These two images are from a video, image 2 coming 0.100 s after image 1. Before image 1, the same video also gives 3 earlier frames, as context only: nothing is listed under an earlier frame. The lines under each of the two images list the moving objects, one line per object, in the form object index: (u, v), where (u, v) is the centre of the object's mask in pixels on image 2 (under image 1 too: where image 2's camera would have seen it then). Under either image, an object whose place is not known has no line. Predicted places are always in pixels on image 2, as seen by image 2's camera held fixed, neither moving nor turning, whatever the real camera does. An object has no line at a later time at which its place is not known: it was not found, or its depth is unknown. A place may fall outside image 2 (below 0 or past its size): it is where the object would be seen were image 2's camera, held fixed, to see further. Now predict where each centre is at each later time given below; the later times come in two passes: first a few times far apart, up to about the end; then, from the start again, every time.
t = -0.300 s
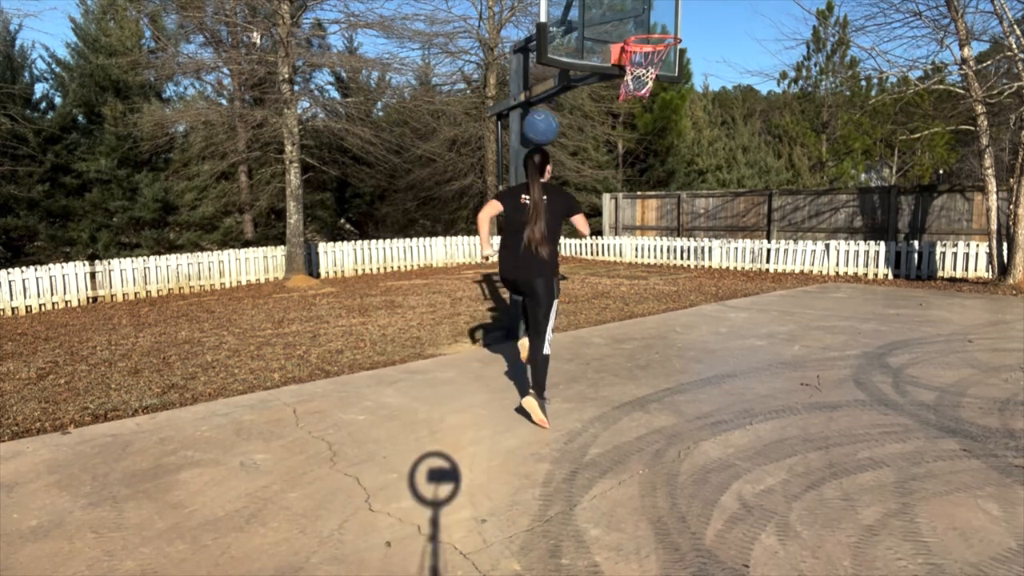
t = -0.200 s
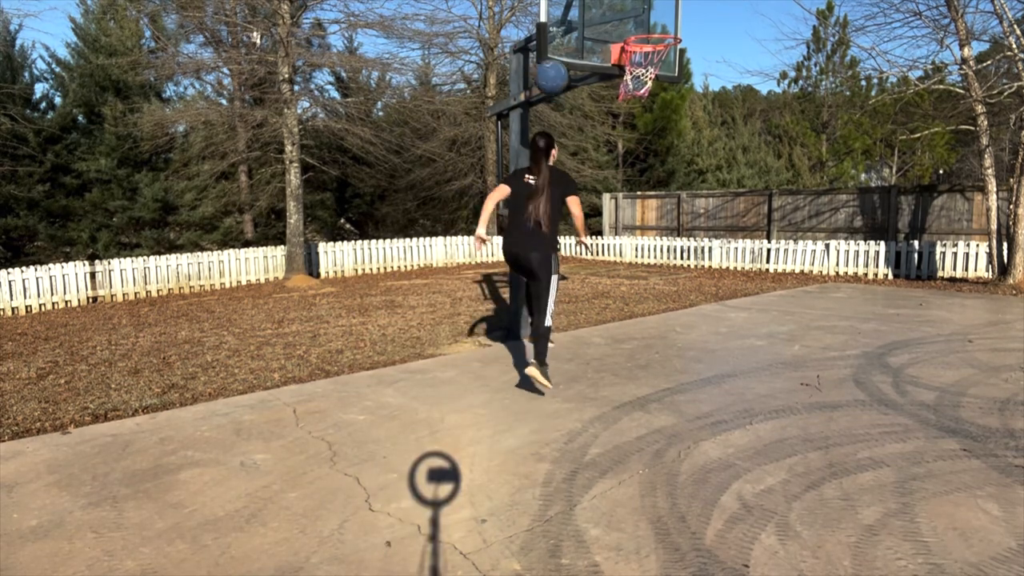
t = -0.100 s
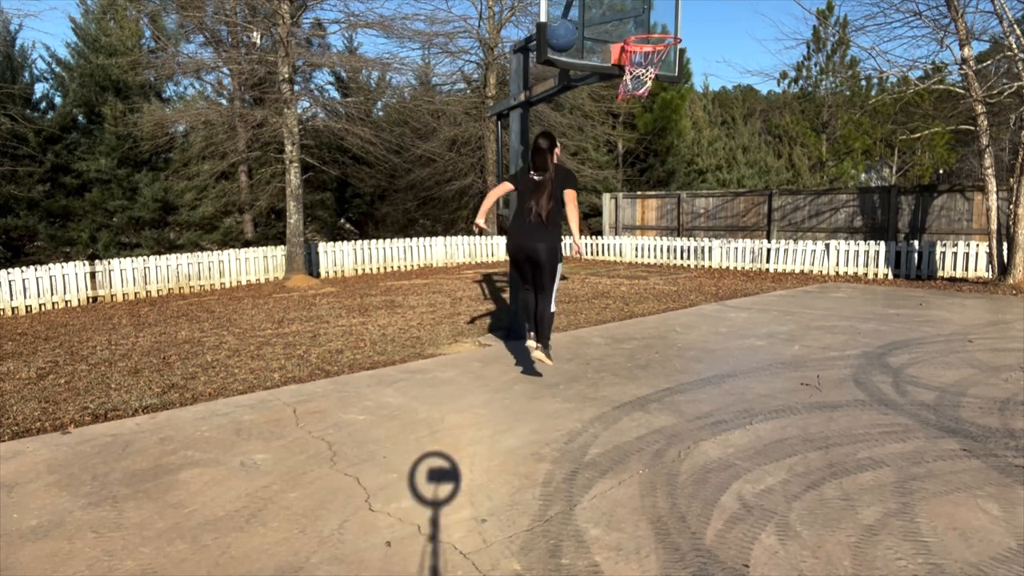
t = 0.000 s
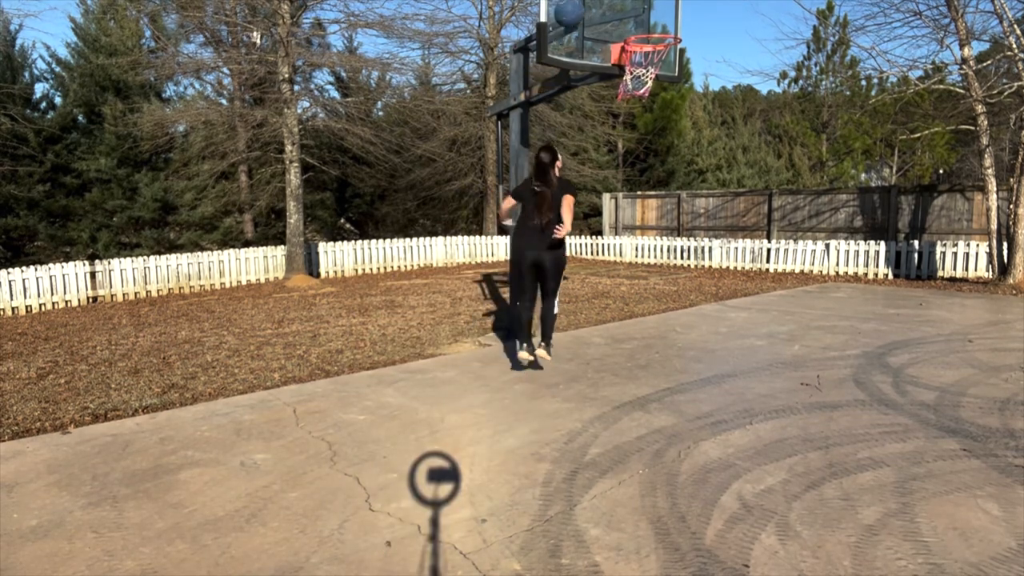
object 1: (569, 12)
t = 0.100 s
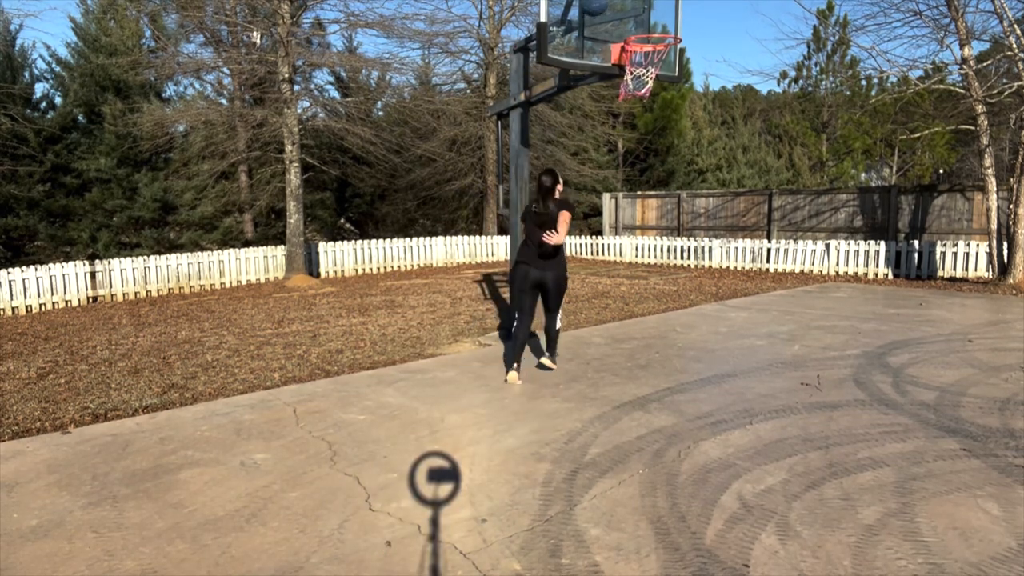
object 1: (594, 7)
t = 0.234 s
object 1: (643, 8)
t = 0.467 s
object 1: (728, 59)
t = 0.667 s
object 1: (799, 156)
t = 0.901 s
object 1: (875, 322)
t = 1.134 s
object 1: (920, 243)
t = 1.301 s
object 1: (946, 174)
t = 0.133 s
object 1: (605, 6)
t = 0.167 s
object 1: (618, 6)
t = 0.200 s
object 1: (630, 7)
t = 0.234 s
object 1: (643, 8)
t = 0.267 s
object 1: (656, 10)
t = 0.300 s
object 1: (669, 13)
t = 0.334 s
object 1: (681, 18)
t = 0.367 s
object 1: (693, 26)
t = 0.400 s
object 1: (705, 36)
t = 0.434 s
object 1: (716, 46)
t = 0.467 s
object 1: (728, 59)
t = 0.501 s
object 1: (740, 72)
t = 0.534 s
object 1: (752, 86)
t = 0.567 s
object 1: (764, 102)
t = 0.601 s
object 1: (776, 119)
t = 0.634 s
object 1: (787, 137)
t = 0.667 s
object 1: (799, 156)
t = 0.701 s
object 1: (809, 177)
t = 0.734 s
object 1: (820, 198)
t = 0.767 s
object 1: (831, 221)
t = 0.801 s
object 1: (842, 244)
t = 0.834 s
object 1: (853, 270)
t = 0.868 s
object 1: (864, 296)
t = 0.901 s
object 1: (875, 322)
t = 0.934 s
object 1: (885, 350)
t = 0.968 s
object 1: (892, 346)
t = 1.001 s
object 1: (898, 323)
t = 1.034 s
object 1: (904, 301)
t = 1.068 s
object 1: (910, 280)
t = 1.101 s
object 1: (917, 261)
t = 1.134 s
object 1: (920, 243)
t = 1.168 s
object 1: (927, 226)
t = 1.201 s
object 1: (933, 211)
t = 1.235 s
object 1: (937, 197)
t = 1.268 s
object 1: (942, 185)
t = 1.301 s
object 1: (946, 174)
